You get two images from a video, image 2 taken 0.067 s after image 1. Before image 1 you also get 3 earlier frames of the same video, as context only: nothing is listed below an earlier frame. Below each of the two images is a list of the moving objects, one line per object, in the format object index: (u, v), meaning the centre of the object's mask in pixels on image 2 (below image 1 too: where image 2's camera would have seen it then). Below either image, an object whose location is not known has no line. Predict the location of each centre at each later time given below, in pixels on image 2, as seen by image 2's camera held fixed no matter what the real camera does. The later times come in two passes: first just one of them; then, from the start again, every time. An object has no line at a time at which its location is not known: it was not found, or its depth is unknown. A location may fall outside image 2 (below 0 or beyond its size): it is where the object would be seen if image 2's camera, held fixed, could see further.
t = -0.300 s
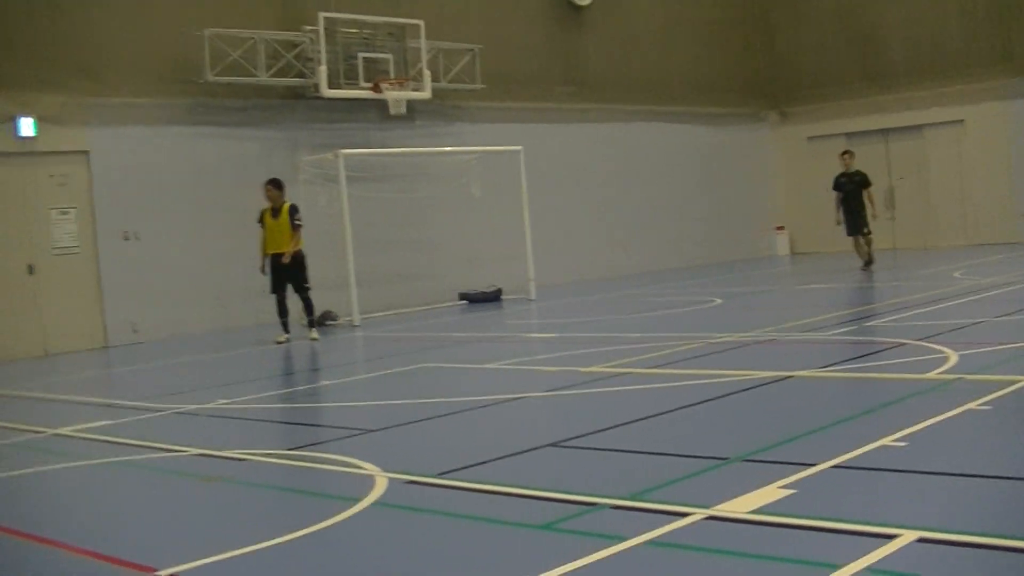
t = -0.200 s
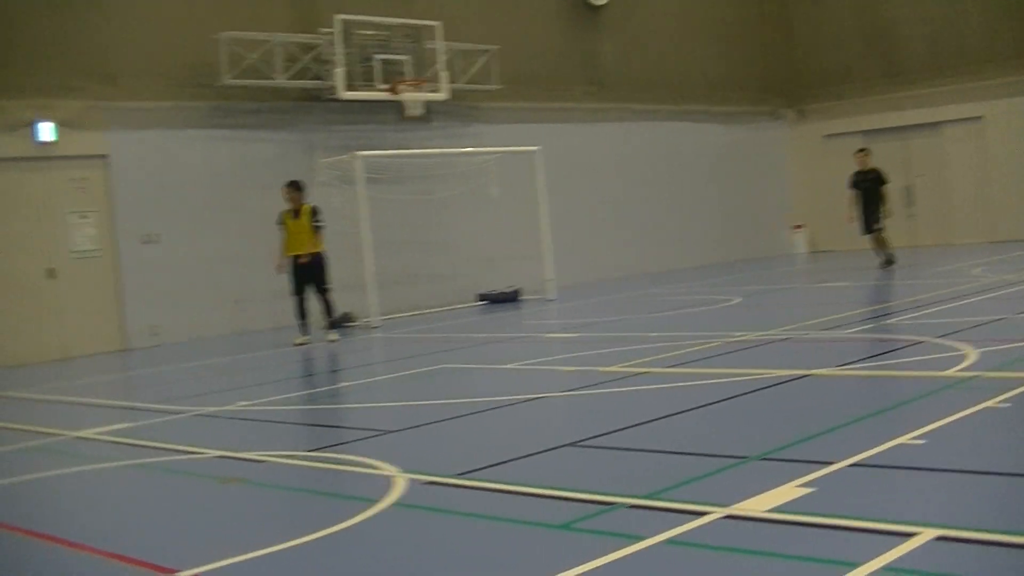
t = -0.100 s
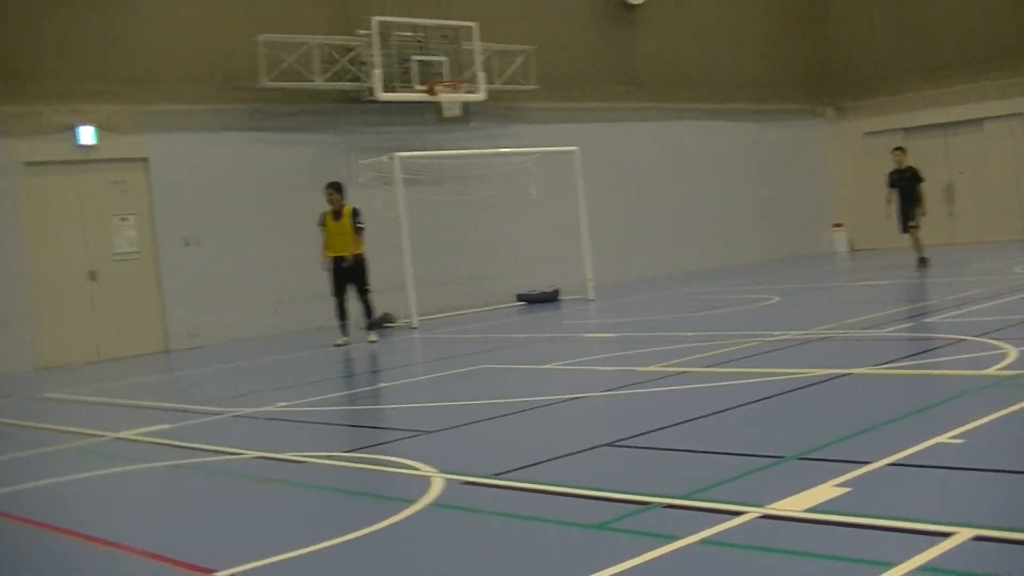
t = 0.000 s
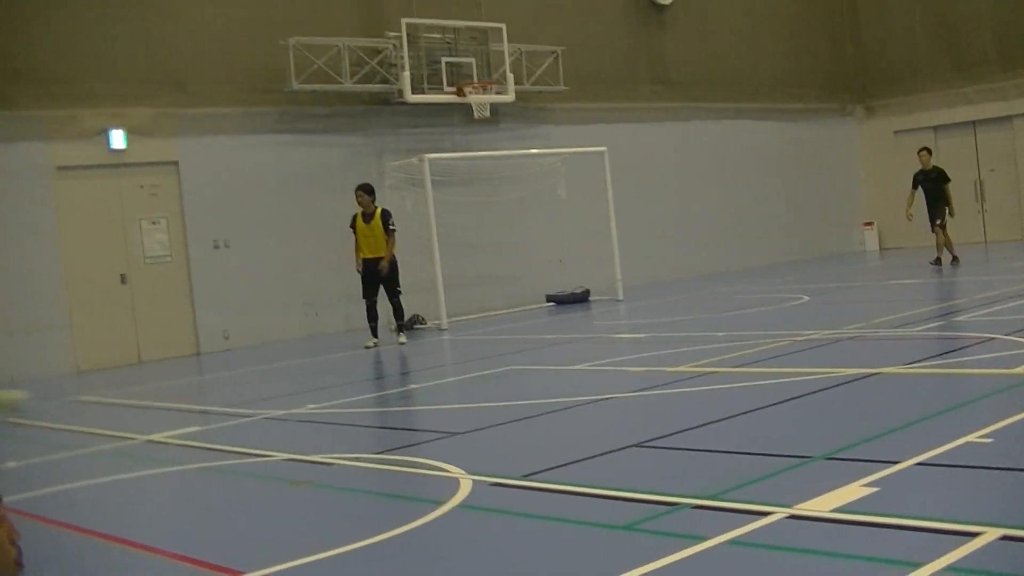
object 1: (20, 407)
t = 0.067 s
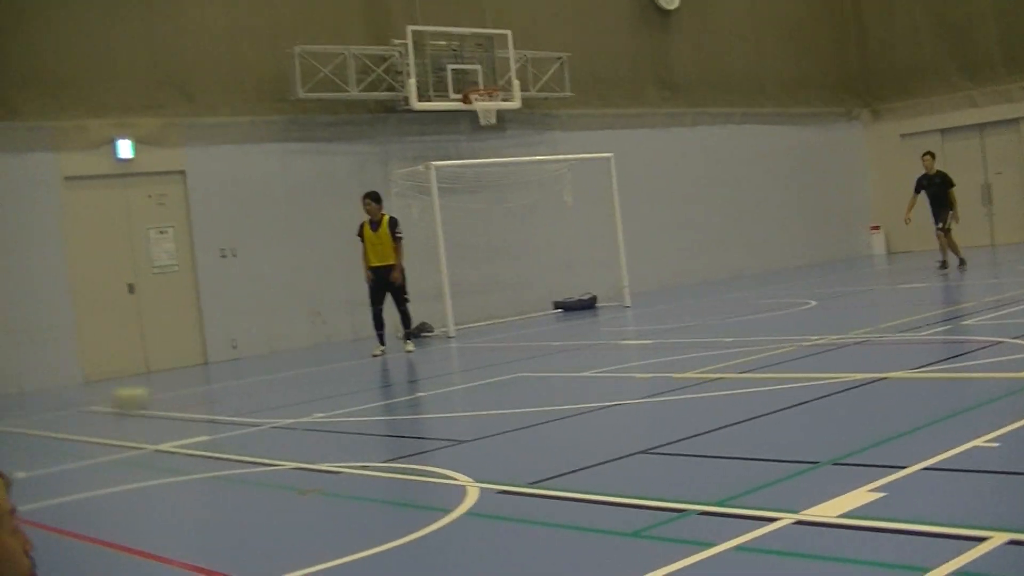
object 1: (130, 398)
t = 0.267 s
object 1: (381, 358)
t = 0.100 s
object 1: (178, 387)
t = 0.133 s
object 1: (223, 379)
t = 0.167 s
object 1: (267, 373)
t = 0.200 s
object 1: (307, 367)
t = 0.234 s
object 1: (345, 362)
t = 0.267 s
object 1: (381, 358)
